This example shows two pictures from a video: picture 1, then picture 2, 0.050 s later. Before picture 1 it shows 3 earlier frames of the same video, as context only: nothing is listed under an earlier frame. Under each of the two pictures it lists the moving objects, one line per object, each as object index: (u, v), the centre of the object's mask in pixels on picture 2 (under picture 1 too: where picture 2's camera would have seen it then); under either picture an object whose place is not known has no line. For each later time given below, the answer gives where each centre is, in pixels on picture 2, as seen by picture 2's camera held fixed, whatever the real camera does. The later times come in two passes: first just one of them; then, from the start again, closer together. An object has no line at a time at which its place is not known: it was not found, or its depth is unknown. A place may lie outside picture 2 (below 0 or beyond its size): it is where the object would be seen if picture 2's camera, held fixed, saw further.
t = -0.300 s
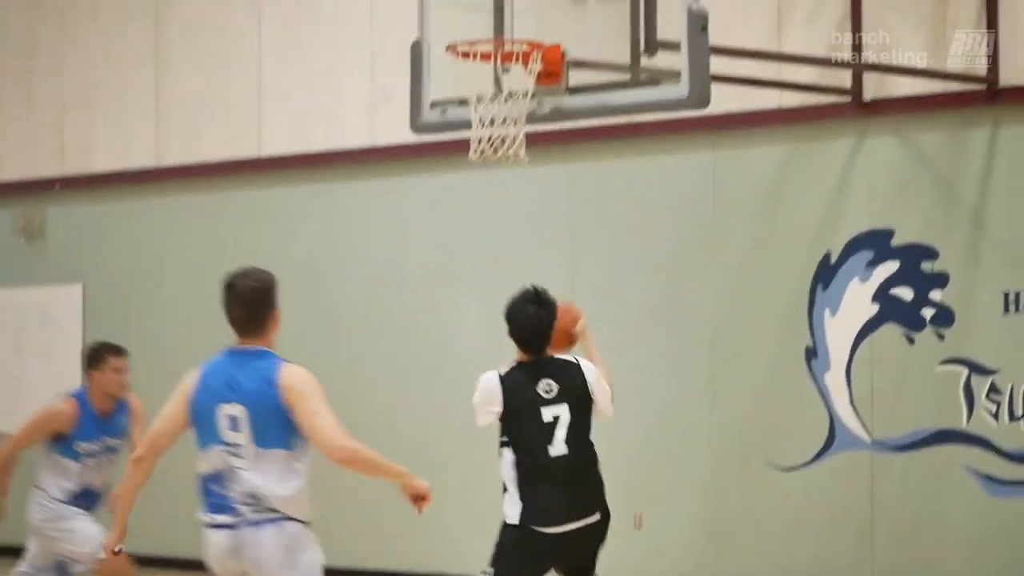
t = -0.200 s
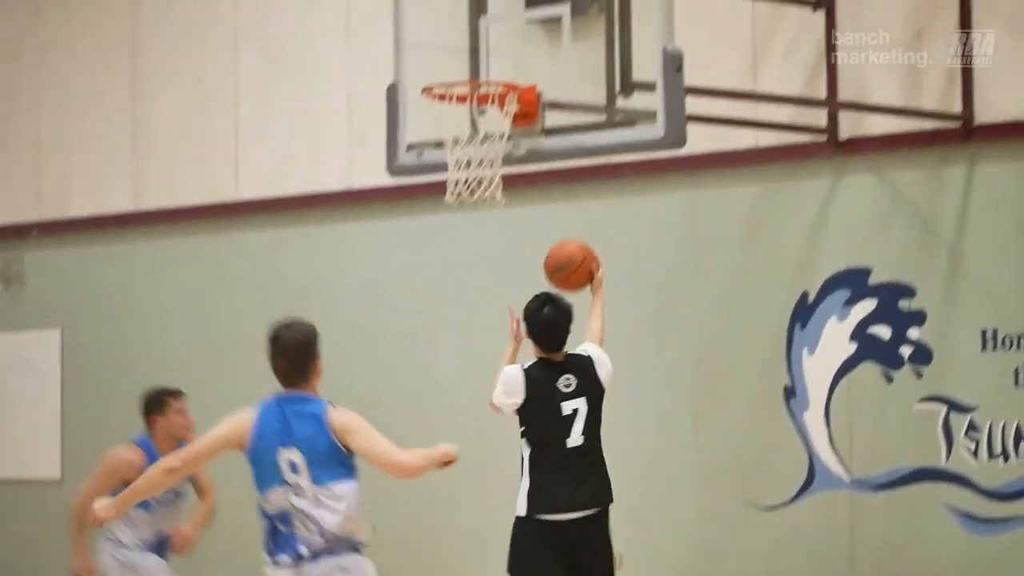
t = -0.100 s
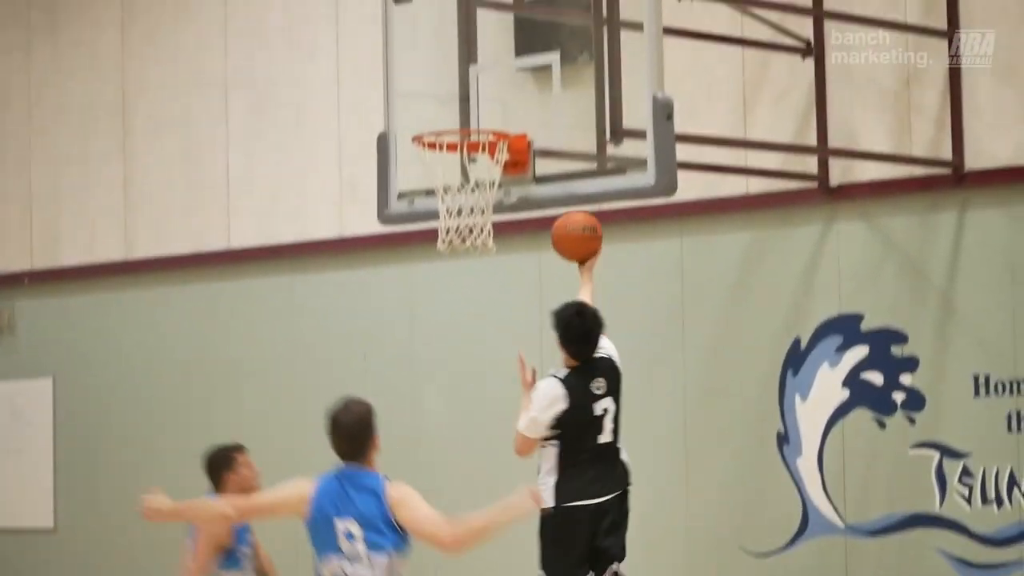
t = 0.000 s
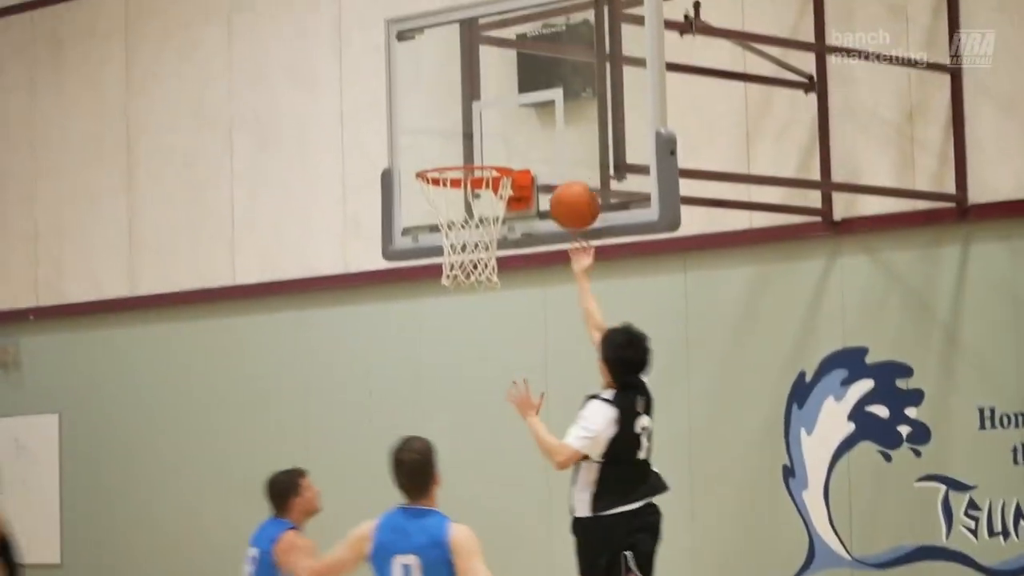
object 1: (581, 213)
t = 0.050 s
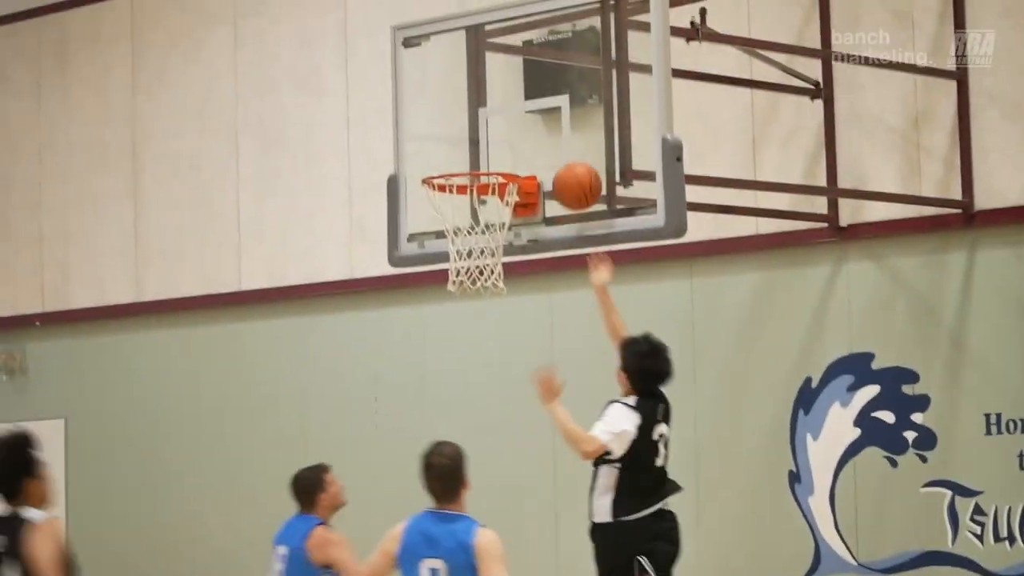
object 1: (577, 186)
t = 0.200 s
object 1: (544, 137)
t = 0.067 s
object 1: (576, 179)
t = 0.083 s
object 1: (574, 172)
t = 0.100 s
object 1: (573, 165)
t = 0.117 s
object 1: (569, 159)
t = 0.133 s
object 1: (564, 153)
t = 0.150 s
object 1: (559, 149)
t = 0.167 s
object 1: (554, 144)
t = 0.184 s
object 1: (549, 141)
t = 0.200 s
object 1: (544, 137)
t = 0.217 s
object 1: (539, 134)
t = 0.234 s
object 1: (535, 131)
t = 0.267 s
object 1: (525, 128)
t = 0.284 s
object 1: (520, 128)
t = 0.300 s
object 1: (516, 128)
